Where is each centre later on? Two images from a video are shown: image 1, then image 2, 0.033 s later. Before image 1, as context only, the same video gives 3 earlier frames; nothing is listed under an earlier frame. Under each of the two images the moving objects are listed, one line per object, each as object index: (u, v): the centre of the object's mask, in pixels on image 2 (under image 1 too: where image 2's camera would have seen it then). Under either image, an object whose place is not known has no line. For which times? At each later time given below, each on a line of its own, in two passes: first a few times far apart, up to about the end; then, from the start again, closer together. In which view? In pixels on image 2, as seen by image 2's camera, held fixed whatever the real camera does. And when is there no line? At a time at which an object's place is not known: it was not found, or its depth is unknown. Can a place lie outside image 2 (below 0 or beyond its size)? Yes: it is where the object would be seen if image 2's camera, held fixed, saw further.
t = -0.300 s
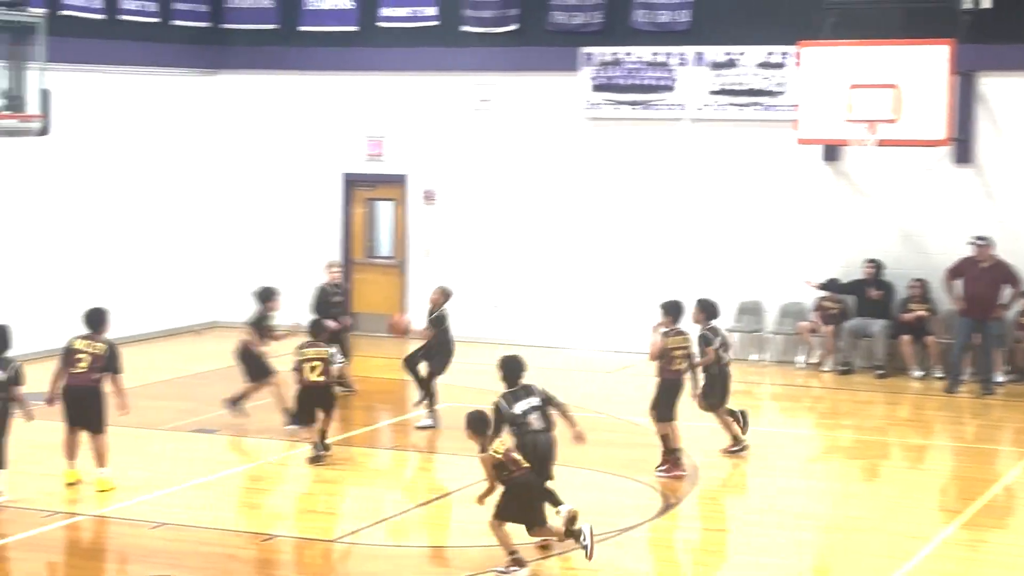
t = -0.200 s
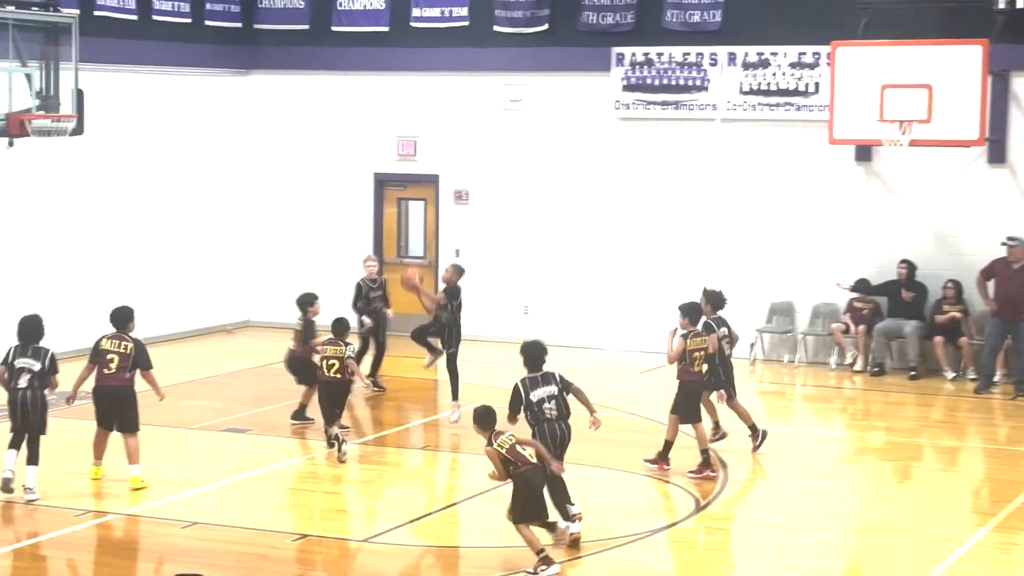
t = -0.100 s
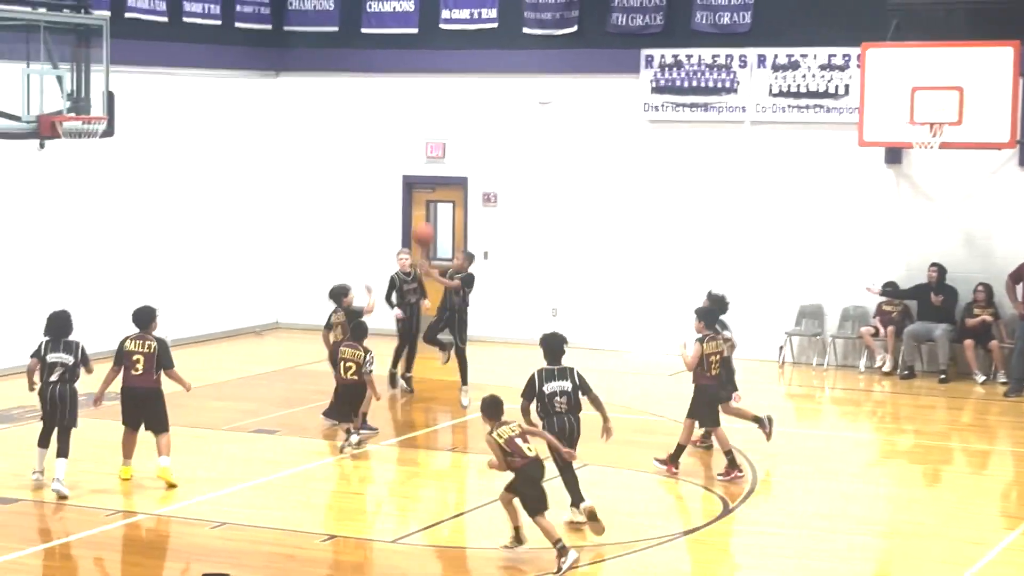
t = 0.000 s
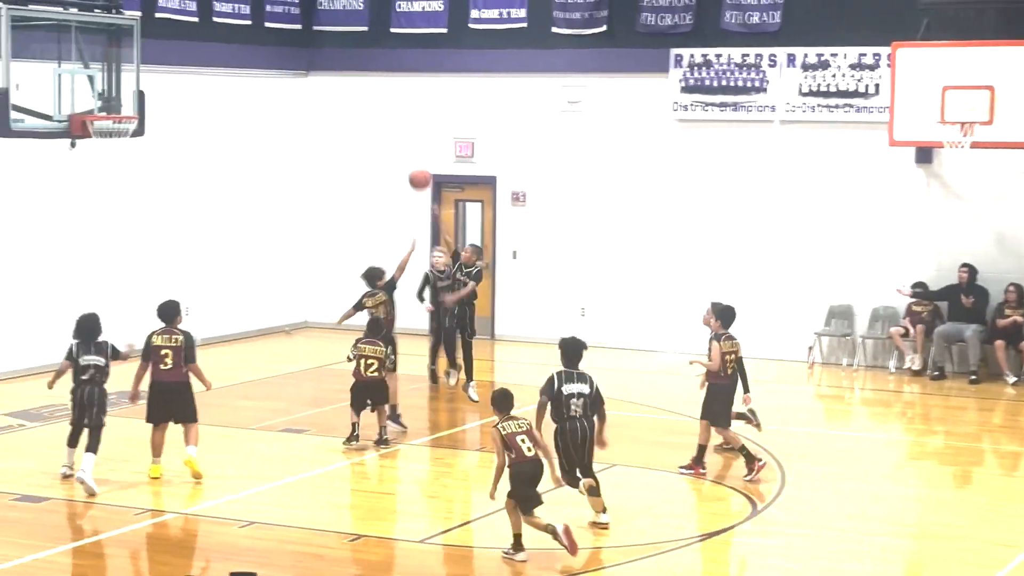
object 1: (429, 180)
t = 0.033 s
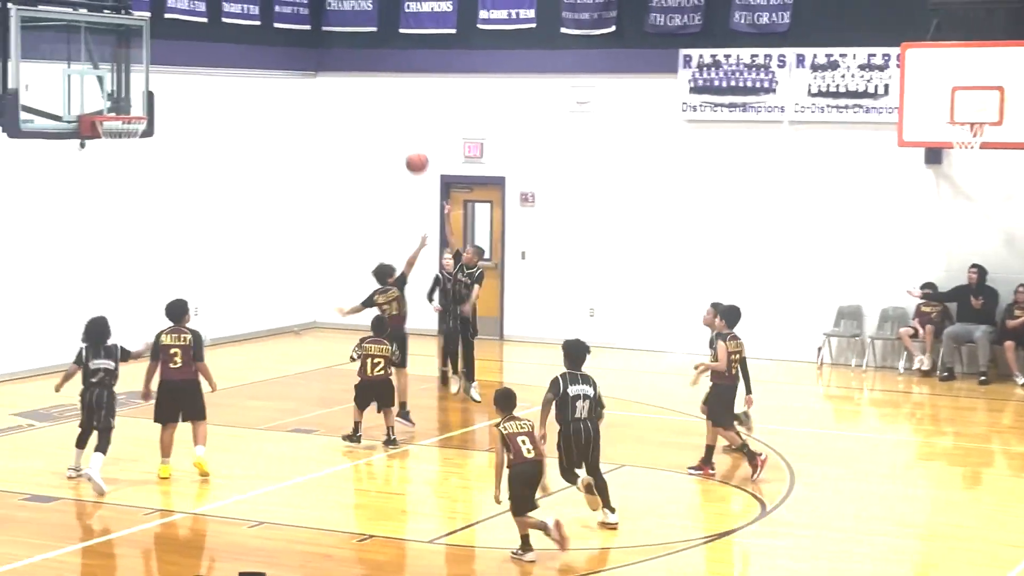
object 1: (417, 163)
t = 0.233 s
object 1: (343, 83)
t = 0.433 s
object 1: (270, 45)
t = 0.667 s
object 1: (182, 52)
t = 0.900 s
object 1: (102, 91)
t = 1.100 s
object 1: (128, 70)
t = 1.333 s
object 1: (160, 103)
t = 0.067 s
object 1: (404, 147)
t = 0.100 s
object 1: (392, 132)
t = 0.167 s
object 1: (368, 106)
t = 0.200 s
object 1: (355, 93)
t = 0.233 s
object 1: (343, 83)
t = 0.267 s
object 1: (331, 73)
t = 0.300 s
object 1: (319, 65)
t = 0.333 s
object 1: (310, 60)
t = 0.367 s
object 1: (297, 54)
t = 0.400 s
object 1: (284, 49)
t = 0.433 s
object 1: (270, 45)
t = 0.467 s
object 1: (257, 42)
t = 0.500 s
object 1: (245, 41)
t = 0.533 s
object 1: (232, 40)
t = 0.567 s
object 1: (219, 41)
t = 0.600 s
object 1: (207, 44)
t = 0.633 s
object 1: (194, 46)
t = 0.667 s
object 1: (182, 52)
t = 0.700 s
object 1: (168, 58)
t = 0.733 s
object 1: (155, 65)
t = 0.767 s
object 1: (141, 74)
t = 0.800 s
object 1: (130, 84)
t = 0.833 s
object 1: (117, 94)
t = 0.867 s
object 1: (107, 99)
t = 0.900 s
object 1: (102, 91)
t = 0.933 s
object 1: (106, 85)
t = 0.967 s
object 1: (111, 79)
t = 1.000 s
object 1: (114, 75)
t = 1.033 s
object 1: (119, 72)
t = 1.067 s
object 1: (123, 71)
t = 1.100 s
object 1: (128, 70)
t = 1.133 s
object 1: (132, 71)
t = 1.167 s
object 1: (136, 73)
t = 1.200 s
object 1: (141, 77)
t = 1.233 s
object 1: (145, 82)
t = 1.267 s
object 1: (150, 87)
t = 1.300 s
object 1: (154, 95)
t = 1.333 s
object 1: (160, 103)
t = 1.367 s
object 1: (165, 114)
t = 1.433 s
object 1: (174, 137)
